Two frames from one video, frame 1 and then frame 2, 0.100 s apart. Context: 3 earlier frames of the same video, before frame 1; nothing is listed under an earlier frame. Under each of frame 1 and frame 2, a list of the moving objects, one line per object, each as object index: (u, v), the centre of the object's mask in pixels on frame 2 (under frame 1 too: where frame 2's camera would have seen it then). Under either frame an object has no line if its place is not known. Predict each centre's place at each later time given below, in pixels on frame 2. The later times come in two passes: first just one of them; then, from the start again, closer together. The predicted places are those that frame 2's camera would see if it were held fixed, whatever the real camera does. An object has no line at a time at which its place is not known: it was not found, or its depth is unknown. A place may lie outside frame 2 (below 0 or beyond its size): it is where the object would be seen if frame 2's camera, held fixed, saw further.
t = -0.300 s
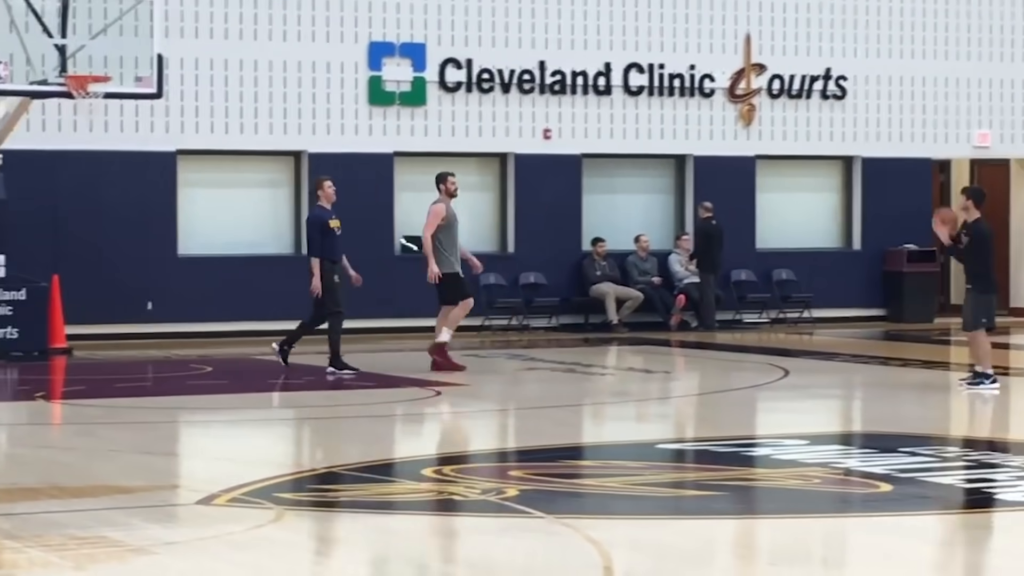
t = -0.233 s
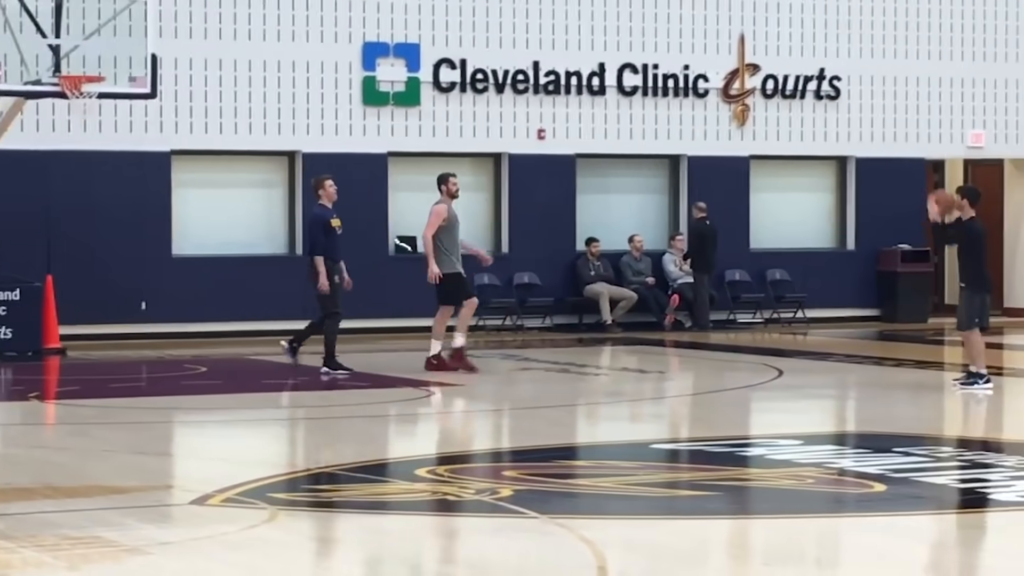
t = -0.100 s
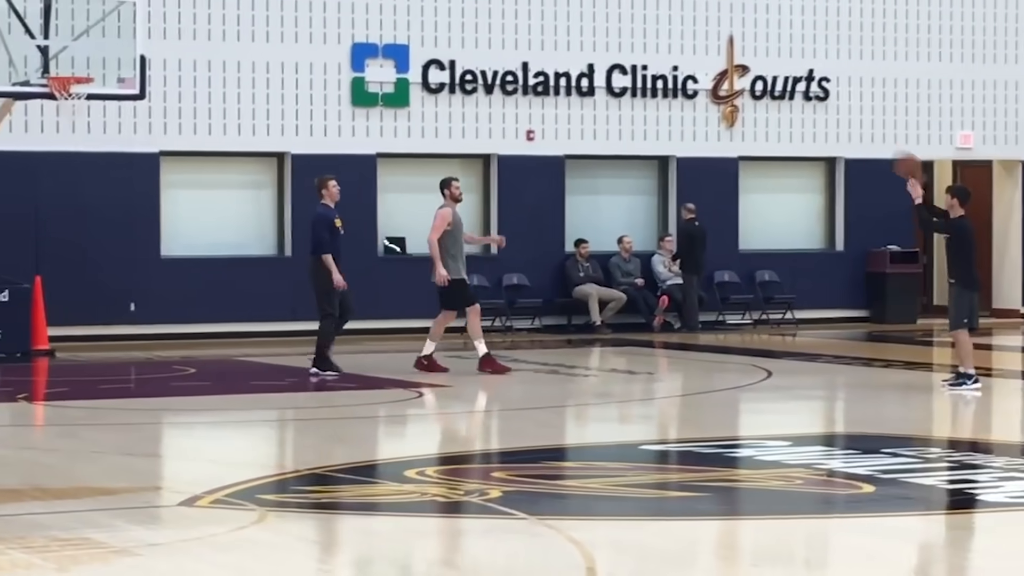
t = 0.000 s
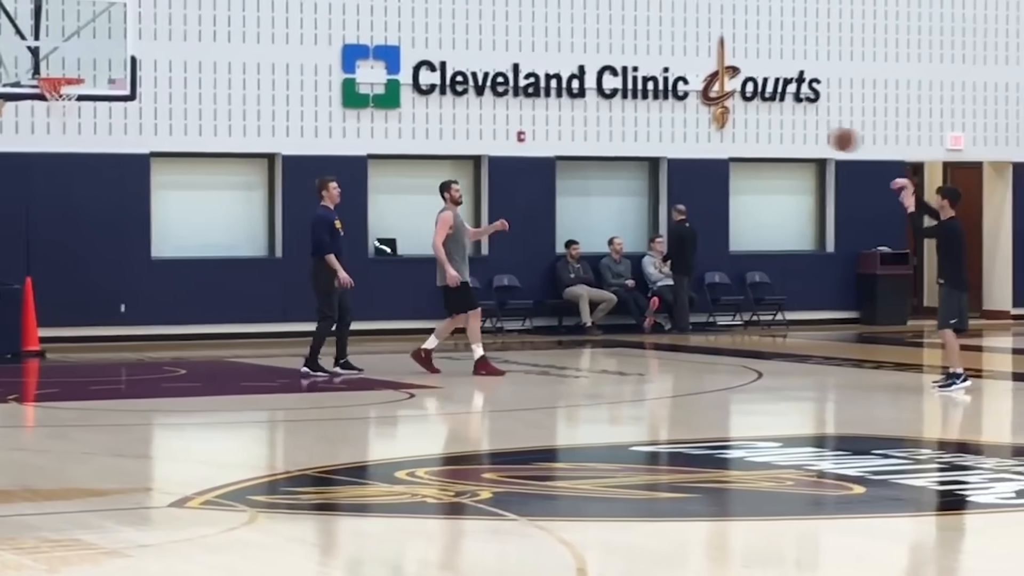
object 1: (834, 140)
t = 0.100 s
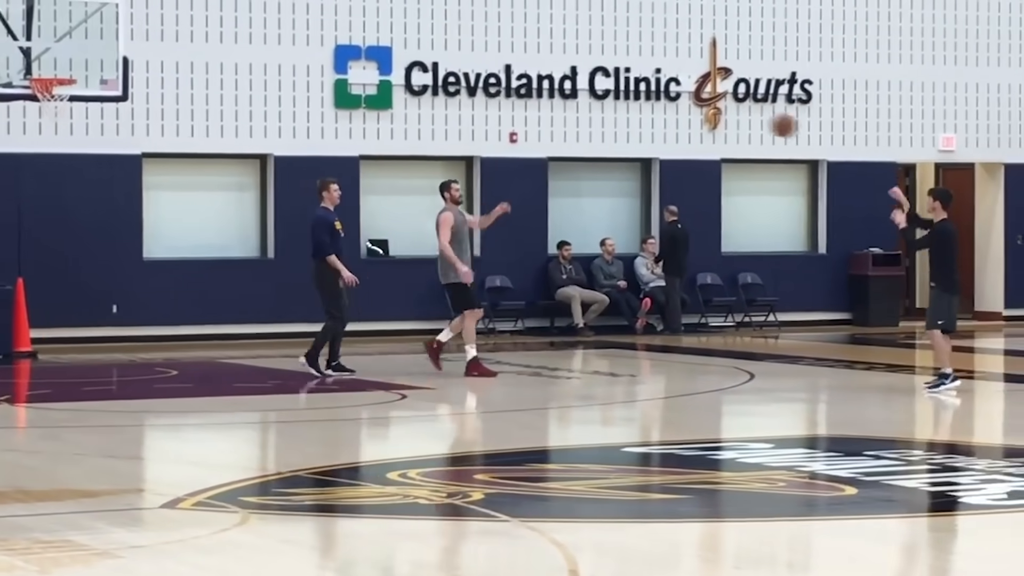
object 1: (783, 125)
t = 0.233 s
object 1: (717, 121)
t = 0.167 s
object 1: (750, 121)
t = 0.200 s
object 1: (734, 120)
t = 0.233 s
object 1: (717, 121)
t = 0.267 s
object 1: (702, 123)
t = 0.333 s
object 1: (670, 129)
